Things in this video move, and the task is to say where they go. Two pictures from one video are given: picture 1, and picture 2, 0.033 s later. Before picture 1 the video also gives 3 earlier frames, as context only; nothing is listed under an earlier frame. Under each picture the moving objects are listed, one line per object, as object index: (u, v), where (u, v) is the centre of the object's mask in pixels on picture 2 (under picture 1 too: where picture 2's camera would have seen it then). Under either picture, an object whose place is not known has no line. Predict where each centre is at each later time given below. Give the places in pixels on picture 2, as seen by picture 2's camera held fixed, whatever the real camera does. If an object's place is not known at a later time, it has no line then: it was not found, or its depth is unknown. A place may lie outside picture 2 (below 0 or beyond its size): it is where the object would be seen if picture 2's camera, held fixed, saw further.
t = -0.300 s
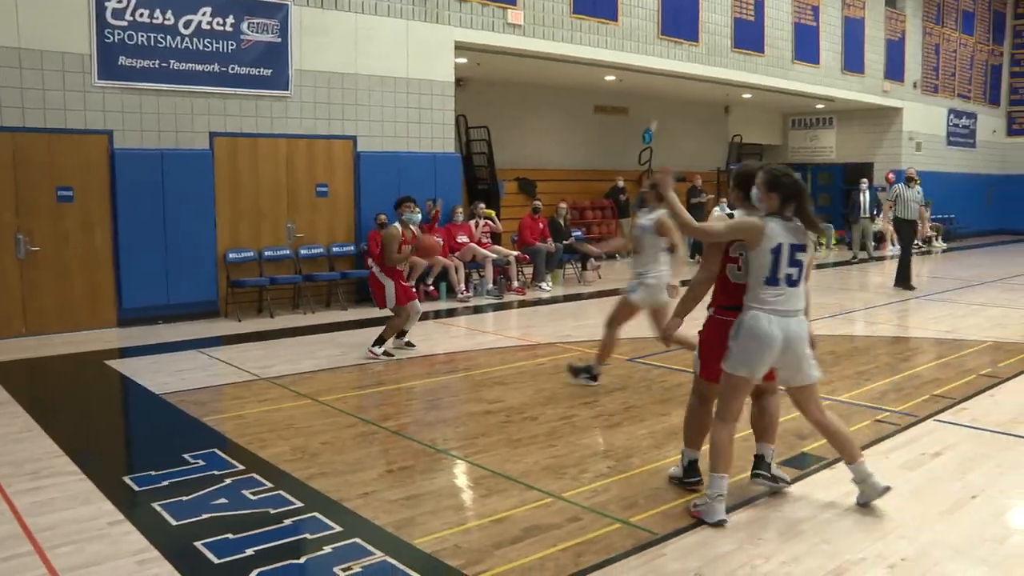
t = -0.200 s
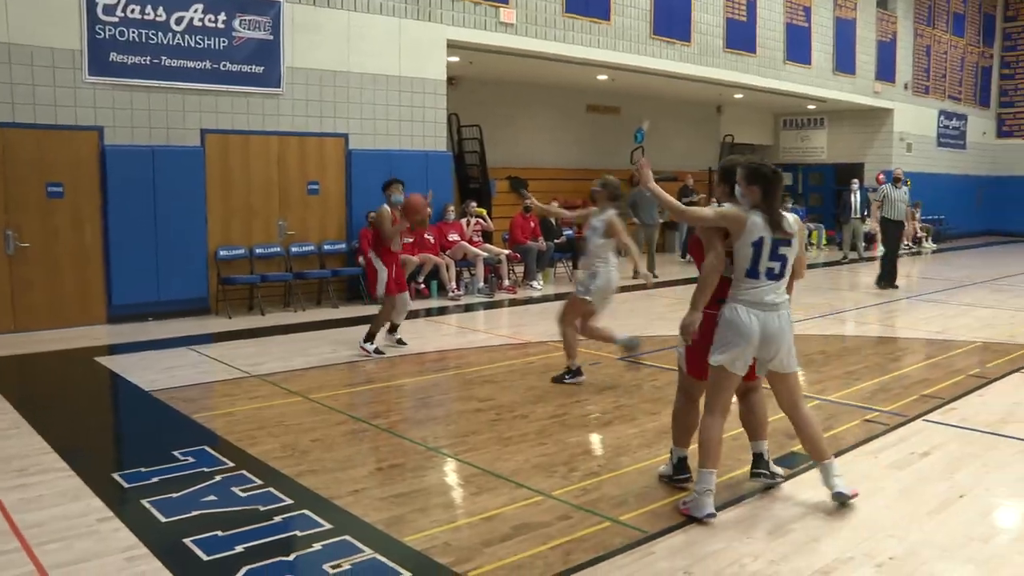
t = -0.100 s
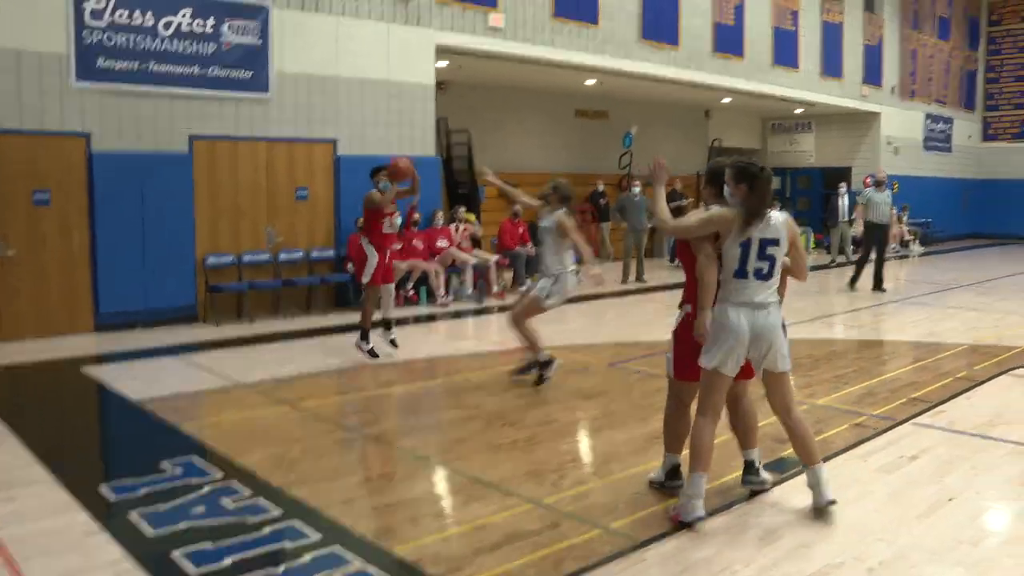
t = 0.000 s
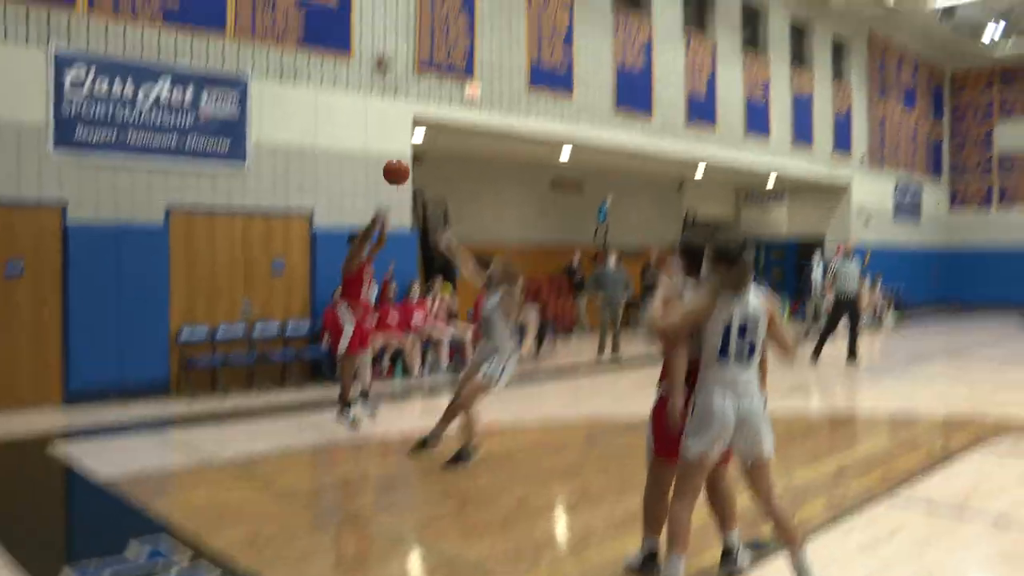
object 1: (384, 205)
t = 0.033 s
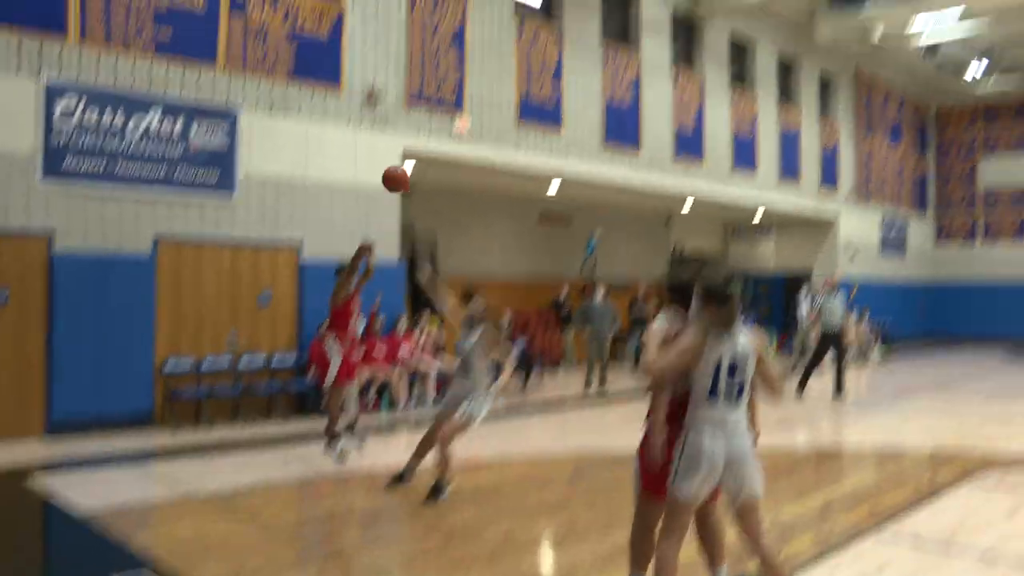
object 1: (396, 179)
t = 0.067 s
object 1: (406, 154)
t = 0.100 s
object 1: (418, 129)
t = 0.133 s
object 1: (429, 107)
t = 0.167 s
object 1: (442, 85)
